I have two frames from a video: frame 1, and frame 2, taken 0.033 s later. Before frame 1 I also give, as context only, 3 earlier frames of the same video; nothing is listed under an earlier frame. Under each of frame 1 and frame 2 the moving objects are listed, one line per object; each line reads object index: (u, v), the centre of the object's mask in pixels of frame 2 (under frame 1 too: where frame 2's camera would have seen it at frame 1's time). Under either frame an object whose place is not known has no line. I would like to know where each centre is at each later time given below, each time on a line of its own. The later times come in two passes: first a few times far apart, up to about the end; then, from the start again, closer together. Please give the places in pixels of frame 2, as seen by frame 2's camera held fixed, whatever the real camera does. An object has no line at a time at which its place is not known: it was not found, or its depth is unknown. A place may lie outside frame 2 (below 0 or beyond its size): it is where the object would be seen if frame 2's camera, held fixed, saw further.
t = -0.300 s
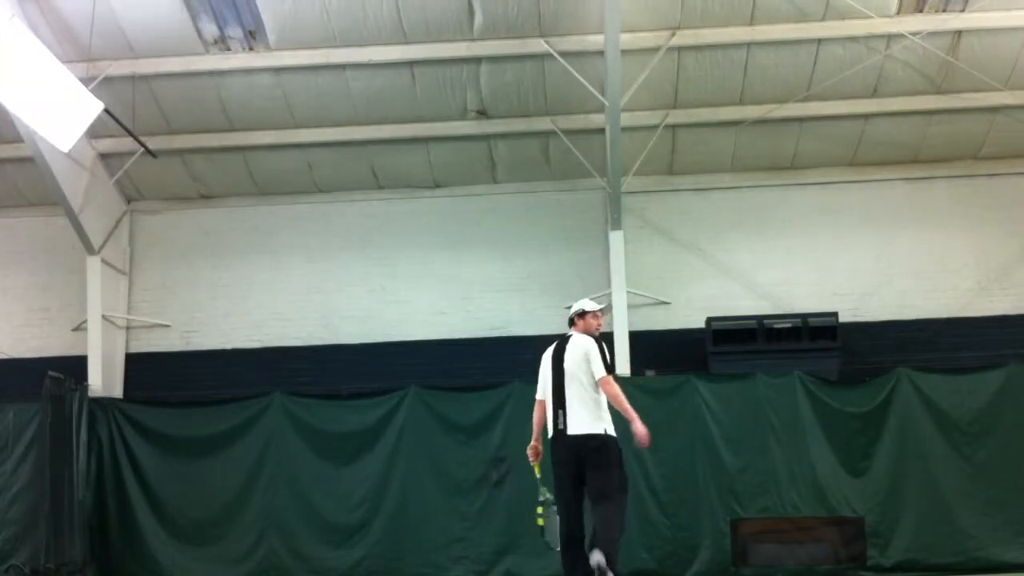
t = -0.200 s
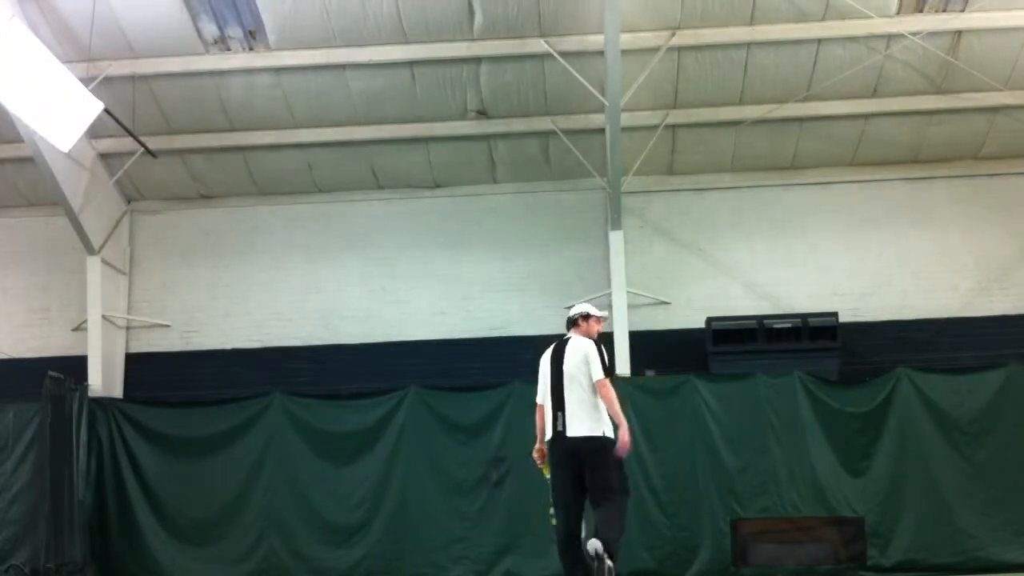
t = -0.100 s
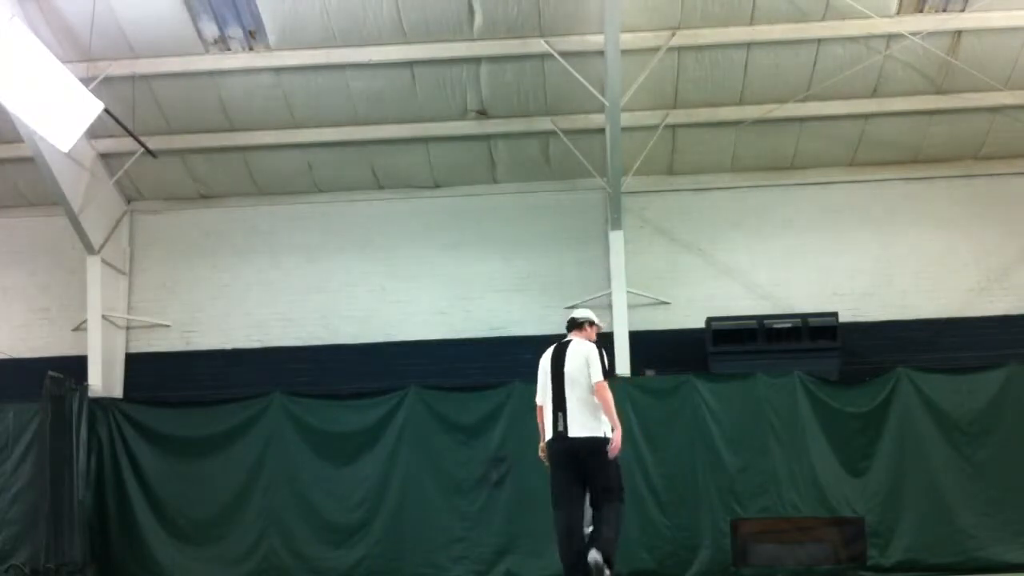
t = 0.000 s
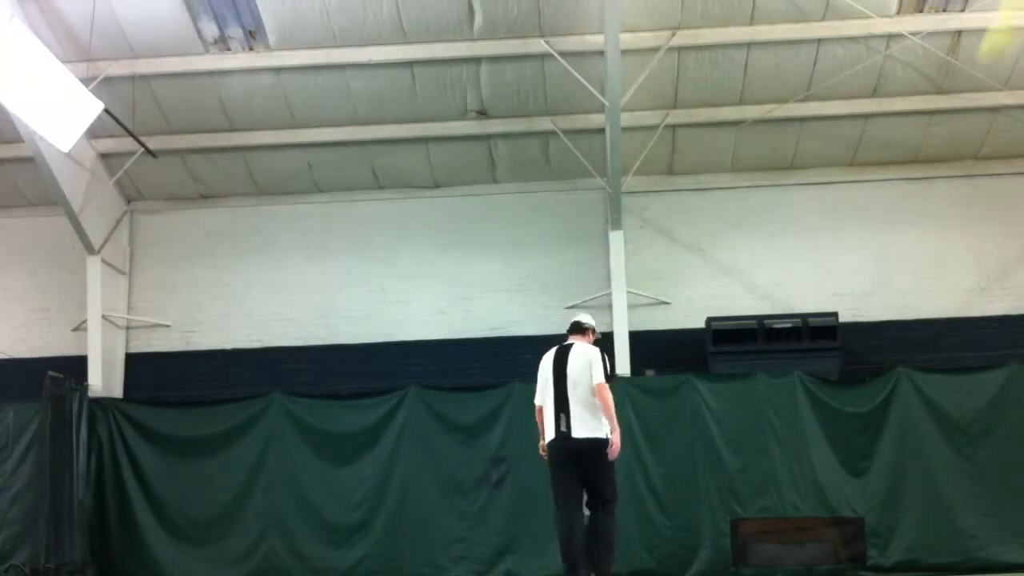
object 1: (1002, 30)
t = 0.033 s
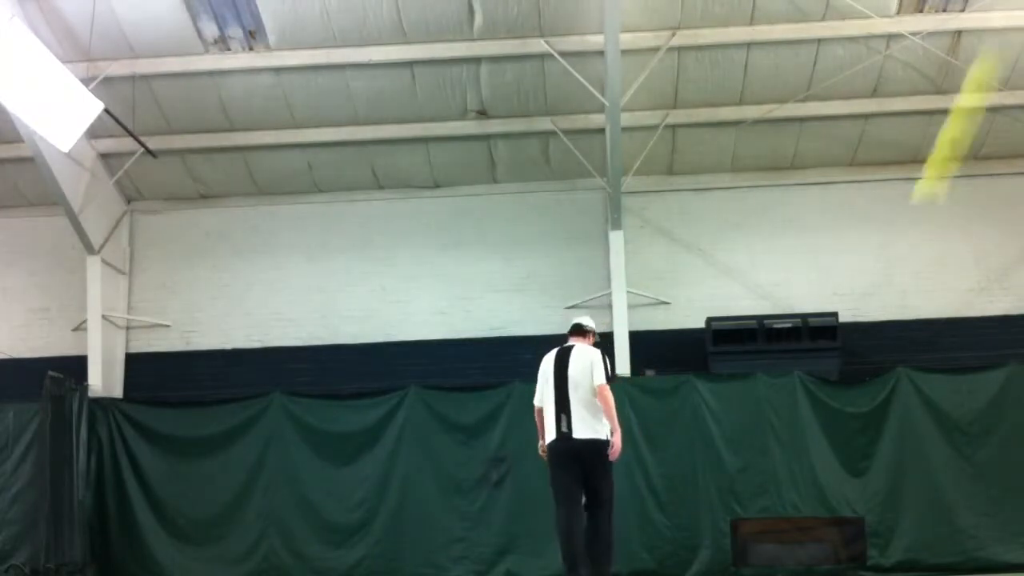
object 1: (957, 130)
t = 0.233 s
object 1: (752, 546)
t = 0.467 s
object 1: (678, 381)
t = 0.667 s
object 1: (640, 368)
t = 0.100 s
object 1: (855, 357)
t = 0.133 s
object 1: (819, 447)
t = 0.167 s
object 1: (790, 525)
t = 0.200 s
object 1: (770, 566)
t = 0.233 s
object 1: (752, 546)
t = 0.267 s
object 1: (738, 509)
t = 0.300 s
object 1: (726, 476)
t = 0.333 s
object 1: (714, 449)
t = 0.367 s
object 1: (704, 426)
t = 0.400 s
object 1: (695, 408)
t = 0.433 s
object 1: (686, 393)
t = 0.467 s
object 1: (678, 381)
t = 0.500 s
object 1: (670, 373)
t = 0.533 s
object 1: (663, 367)
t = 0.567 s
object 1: (657, 364)
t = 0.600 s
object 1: (651, 363)
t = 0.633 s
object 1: (646, 364)
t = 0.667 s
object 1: (640, 368)
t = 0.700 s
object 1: (636, 373)
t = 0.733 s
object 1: (631, 381)
